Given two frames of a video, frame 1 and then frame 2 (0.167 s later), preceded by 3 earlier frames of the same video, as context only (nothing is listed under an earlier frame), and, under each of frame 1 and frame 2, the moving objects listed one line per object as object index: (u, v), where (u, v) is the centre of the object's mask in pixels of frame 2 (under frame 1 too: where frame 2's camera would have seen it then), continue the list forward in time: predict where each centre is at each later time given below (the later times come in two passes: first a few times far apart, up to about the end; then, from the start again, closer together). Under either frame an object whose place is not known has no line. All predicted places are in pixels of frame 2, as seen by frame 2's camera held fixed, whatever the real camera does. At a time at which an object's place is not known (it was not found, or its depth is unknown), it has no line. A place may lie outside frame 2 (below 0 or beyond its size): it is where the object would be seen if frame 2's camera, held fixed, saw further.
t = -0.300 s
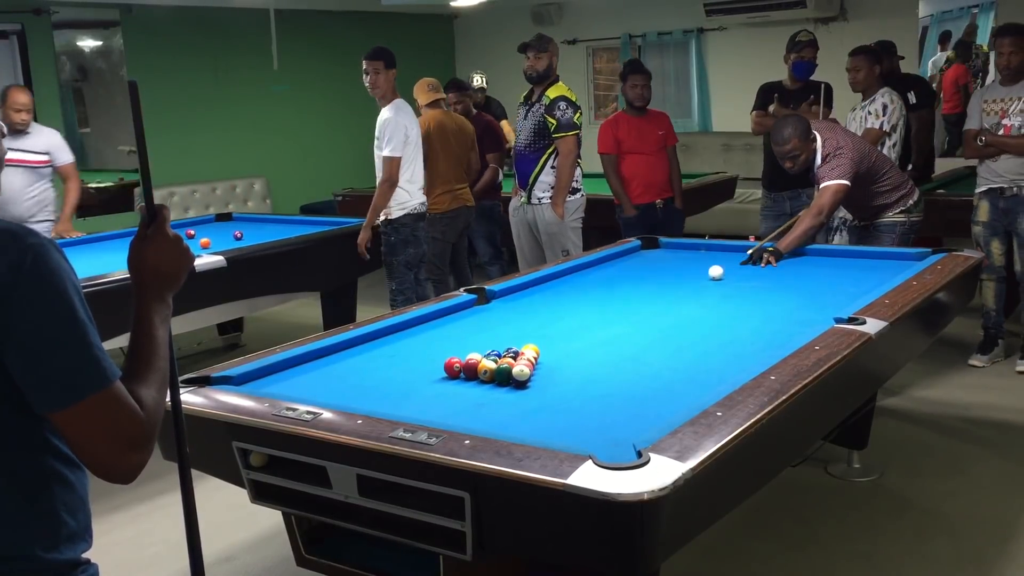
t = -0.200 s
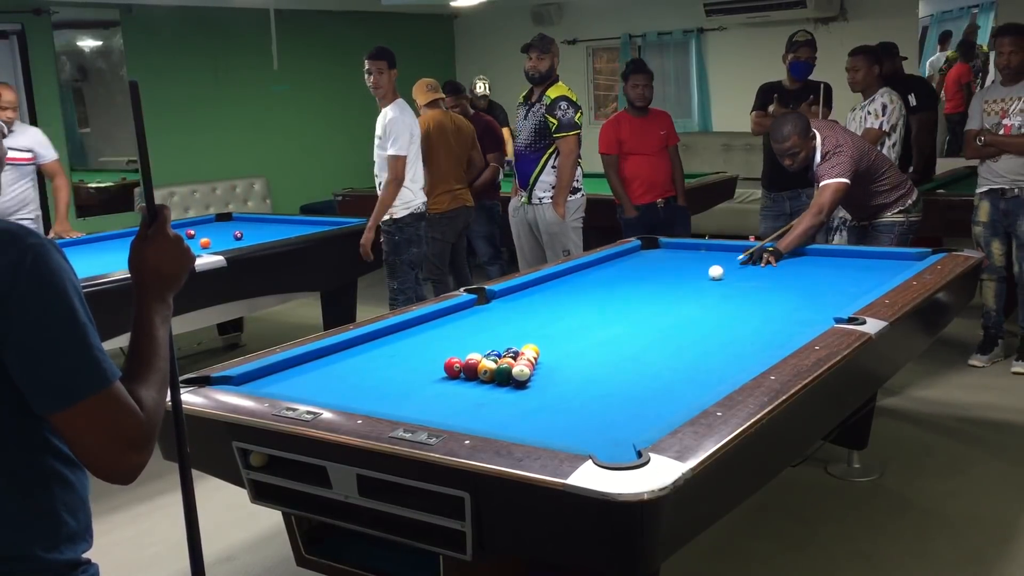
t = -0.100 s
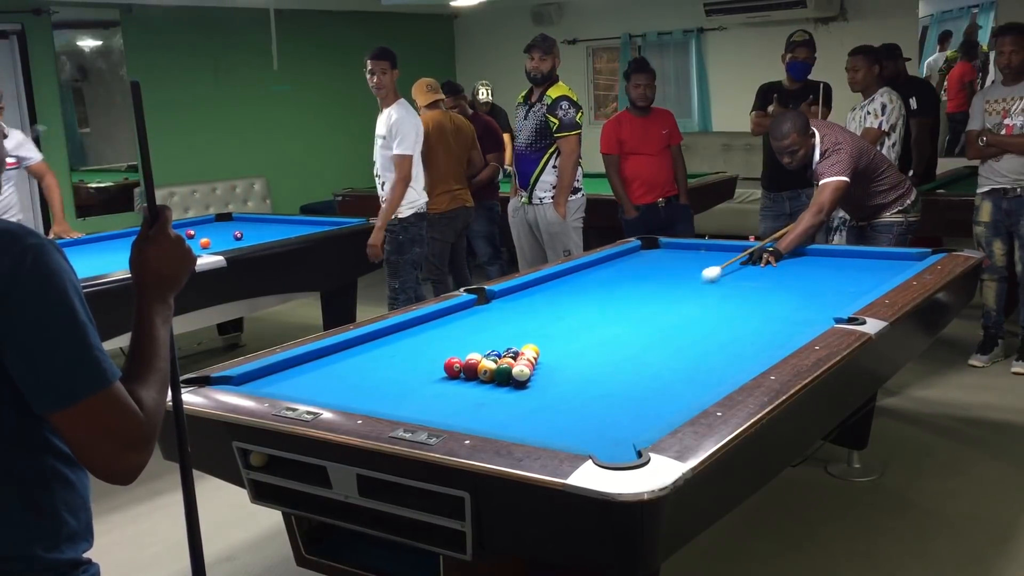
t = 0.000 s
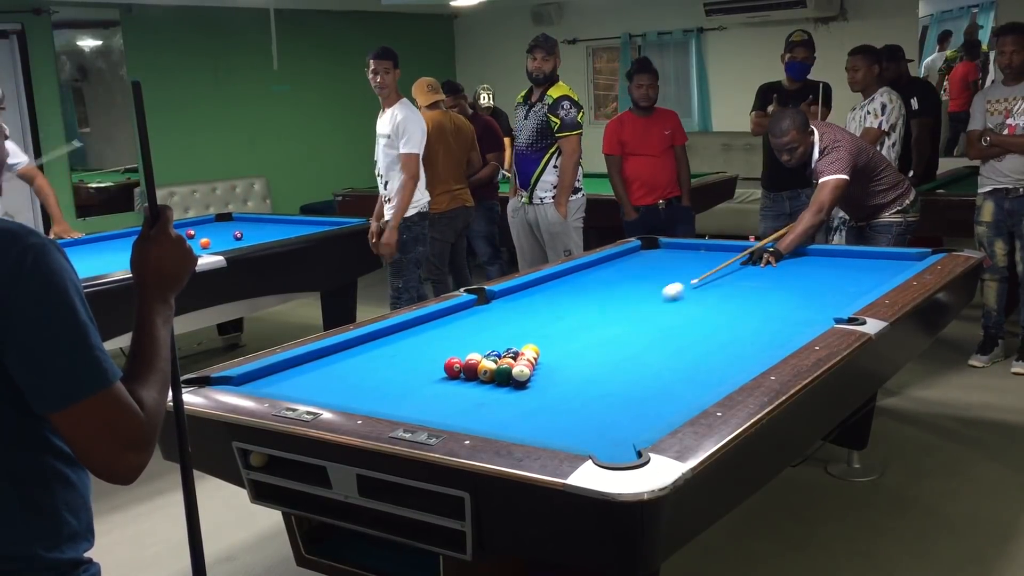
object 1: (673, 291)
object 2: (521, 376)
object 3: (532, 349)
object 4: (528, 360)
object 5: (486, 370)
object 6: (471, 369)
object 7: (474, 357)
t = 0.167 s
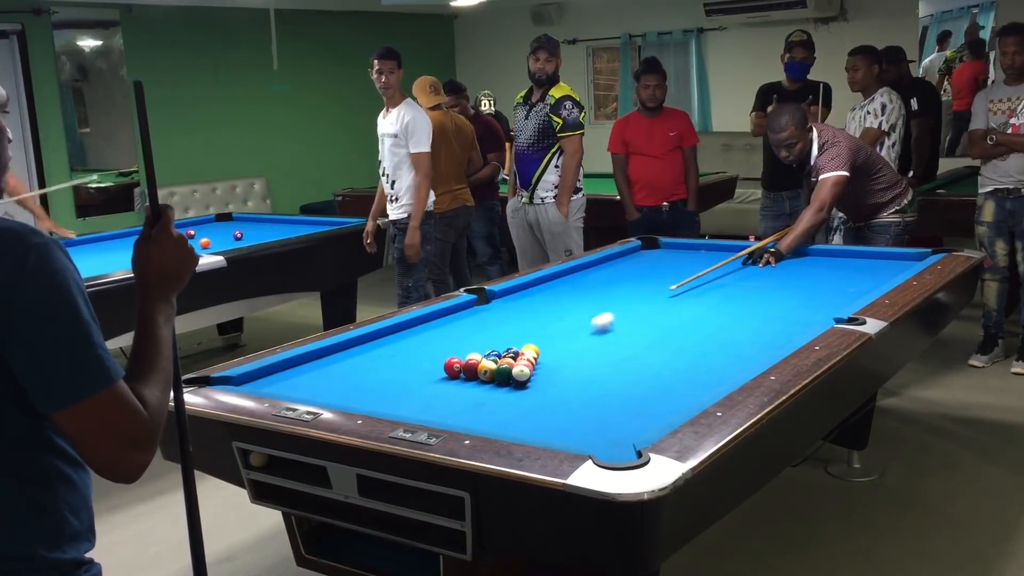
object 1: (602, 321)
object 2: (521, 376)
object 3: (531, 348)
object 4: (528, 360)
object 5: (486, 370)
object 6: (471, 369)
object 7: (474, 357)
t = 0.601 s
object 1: (564, 350)
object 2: (501, 424)
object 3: (502, 342)
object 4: (559, 364)
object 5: (461, 382)
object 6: (434, 380)
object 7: (445, 363)
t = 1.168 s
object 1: (577, 352)
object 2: (609, 407)
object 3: (462, 329)
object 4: (614, 379)
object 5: (415, 401)
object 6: (369, 400)
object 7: (408, 363)
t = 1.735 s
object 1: (586, 356)
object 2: (708, 383)
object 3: (430, 317)
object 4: (665, 391)
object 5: (397, 407)
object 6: (366, 398)
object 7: (381, 362)
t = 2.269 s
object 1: (587, 356)
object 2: (732, 366)
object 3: (461, 317)
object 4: (687, 396)
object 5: (416, 401)
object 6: (384, 389)
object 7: (364, 361)
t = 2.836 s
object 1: (587, 356)
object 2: (737, 351)
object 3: (487, 316)
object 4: (662, 395)
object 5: (428, 396)
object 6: (398, 382)
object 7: (356, 361)
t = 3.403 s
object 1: (587, 356)
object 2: (741, 341)
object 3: (505, 316)
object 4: (647, 393)
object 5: (433, 393)
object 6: (404, 379)
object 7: (355, 360)
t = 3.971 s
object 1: (587, 356)
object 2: (743, 333)
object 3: (514, 315)
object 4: (642, 393)
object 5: (433, 393)
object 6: (405, 379)
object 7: (355, 360)
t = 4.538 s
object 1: (587, 356)
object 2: (743, 328)
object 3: (515, 315)
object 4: (642, 393)
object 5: (433, 393)
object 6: (405, 379)
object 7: (355, 361)
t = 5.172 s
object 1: (587, 356)
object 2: (743, 325)
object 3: (515, 315)
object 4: (642, 393)
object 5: (433, 393)
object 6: (405, 379)
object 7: (355, 360)
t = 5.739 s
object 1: (587, 356)
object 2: (743, 325)
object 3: (515, 315)
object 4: (642, 393)
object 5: (433, 393)
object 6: (405, 379)
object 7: (355, 361)
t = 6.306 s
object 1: (587, 356)
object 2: (743, 325)
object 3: (515, 315)
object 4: (642, 393)
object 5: (433, 393)
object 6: (405, 379)
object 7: (355, 361)
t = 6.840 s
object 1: (587, 356)
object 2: (743, 325)
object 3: (515, 316)
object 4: (642, 393)
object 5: (433, 393)
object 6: (405, 379)
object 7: (355, 360)
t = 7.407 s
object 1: (587, 356)
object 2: (743, 325)
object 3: (515, 315)
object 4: (642, 393)
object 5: (433, 393)
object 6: (405, 379)
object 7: (355, 360)
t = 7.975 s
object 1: (587, 356)
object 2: (743, 325)
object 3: (515, 315)
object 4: (642, 393)
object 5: (433, 393)
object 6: (405, 379)
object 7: (355, 360)
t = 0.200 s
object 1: (588, 328)
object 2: (521, 376)
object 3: (532, 348)
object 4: (528, 360)
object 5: (486, 370)
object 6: (470, 369)
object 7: (474, 357)
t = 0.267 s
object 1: (555, 343)
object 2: (521, 376)
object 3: (531, 348)
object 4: (528, 360)
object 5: (486, 370)
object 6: (471, 369)
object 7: (474, 357)
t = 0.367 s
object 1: (551, 349)
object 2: (515, 390)
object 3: (523, 349)
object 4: (537, 363)
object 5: (480, 373)
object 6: (462, 372)
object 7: (464, 359)
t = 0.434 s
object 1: (556, 350)
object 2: (511, 399)
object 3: (518, 346)
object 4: (542, 364)
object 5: (474, 376)
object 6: (454, 374)
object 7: (459, 360)
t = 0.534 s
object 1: (562, 350)
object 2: (505, 417)
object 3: (507, 343)
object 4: (552, 365)
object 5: (467, 379)
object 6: (442, 378)
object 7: (451, 362)
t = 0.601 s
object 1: (564, 350)
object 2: (501, 424)
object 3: (502, 342)
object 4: (559, 364)
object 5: (461, 382)
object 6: (434, 380)
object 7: (445, 363)
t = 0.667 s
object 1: (566, 349)
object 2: (503, 427)
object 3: (497, 341)
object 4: (566, 368)
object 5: (455, 384)
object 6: (427, 382)
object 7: (440, 363)
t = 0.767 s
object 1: (569, 349)
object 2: (526, 426)
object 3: (489, 339)
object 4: (575, 370)
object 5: (448, 387)
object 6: (415, 386)
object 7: (433, 363)
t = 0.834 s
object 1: (571, 350)
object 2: (540, 421)
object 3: (485, 337)
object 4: (582, 372)
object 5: (442, 390)
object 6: (407, 389)
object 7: (428, 363)
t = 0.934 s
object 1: (572, 350)
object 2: (562, 418)
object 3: (477, 335)
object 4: (591, 374)
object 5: (434, 393)
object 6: (396, 392)
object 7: (422, 363)
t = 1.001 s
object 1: (574, 350)
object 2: (576, 414)
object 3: (473, 333)
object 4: (598, 375)
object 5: (429, 396)
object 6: (388, 395)
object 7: (418, 363)
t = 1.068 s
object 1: (575, 351)
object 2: (590, 411)
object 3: (468, 331)
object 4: (604, 376)
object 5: (424, 398)
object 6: (380, 397)
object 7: (413, 362)
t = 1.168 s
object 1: (577, 352)
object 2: (609, 407)
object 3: (462, 329)
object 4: (614, 379)
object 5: (415, 401)
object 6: (369, 400)
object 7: (408, 363)
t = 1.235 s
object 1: (579, 353)
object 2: (622, 404)
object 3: (458, 328)
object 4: (620, 381)
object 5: (410, 404)
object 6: (362, 400)
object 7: (404, 363)
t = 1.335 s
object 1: (580, 353)
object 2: (641, 399)
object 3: (452, 325)
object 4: (629, 382)
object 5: (403, 405)
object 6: (351, 401)
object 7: (399, 362)
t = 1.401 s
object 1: (582, 354)
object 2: (653, 397)
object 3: (448, 324)
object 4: (636, 384)
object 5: (398, 406)
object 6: (351, 401)
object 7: (395, 362)
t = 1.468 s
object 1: (583, 354)
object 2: (664, 395)
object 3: (444, 323)
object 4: (642, 385)
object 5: (393, 407)
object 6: (354, 400)
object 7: (392, 362)
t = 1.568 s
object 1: (584, 355)
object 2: (681, 390)
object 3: (439, 320)
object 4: (650, 385)
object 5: (389, 407)
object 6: (359, 399)
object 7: (388, 362)
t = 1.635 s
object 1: (585, 356)
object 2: (692, 388)
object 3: (435, 319)
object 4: (656, 389)
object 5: (393, 407)
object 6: (362, 399)
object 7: (385, 362)
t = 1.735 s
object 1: (586, 356)
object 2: (708, 383)
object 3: (430, 317)
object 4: (665, 391)
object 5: (397, 407)
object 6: (366, 398)
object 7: (381, 362)
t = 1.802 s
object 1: (587, 356)
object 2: (717, 380)
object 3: (433, 317)
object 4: (671, 392)
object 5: (399, 406)
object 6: (368, 397)
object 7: (379, 362)
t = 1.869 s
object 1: (587, 356)
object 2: (725, 376)
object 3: (438, 317)
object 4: (677, 394)
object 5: (402, 406)
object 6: (371, 395)
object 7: (376, 362)
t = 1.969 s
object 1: (587, 356)
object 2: (727, 373)
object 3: (444, 317)
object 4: (685, 395)
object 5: (406, 405)
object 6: (375, 393)
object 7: (373, 361)
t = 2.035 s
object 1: (587, 356)
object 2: (729, 372)
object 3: (448, 317)
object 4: (690, 395)
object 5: (408, 405)
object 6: (377, 392)
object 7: (371, 361)
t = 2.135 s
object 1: (587, 356)
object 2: (730, 370)
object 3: (454, 317)
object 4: (694, 395)
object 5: (411, 403)
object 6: (380, 391)
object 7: (368, 361)
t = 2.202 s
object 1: (587, 356)
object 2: (731, 368)
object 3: (458, 317)
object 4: (691, 396)
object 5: (414, 402)
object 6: (382, 390)
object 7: (366, 361)
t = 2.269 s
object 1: (587, 356)
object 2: (732, 366)
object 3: (461, 317)
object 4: (687, 396)
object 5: (416, 401)
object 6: (384, 389)
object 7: (364, 361)
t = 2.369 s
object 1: (587, 356)
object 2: (733, 363)
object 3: (466, 317)
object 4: (682, 397)
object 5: (419, 400)
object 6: (387, 387)
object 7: (362, 361)
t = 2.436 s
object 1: (587, 356)
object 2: (734, 362)
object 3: (470, 316)
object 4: (679, 397)
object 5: (420, 399)
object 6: (389, 386)
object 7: (361, 361)
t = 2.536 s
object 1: (587, 356)
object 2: (735, 359)
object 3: (474, 316)
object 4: (674, 397)
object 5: (423, 398)
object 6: (391, 385)
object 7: (359, 361)
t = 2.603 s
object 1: (587, 356)
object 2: (735, 357)
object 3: (477, 316)
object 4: (671, 397)
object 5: (424, 398)
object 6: (393, 384)
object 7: (358, 361)
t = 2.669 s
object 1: (587, 356)
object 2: (736, 355)
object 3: (480, 316)
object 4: (668, 396)
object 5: (425, 397)
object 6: (394, 384)
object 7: (357, 361)
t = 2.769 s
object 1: (587, 356)
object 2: (737, 353)
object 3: (484, 316)
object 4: (664, 396)
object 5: (427, 396)
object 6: (396, 383)
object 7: (356, 361)
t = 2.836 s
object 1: (587, 356)
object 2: (737, 351)
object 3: (487, 316)
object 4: (662, 395)
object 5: (428, 396)
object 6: (398, 382)
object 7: (356, 361)
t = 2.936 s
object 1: (587, 356)
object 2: (738, 349)
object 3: (491, 316)
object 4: (658, 395)
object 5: (429, 395)
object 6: (399, 381)
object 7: (355, 361)
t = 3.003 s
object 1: (587, 356)
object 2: (738, 348)
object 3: (493, 316)
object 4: (656, 394)
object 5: (430, 395)
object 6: (400, 381)
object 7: (355, 361)
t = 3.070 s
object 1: (587, 356)
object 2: (739, 346)
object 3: (495, 316)
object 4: (654, 395)
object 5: (431, 394)
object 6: (401, 381)
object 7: (355, 361)
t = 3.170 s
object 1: (587, 356)
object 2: (739, 344)
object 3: (499, 316)
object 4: (652, 394)
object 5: (432, 394)
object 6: (403, 380)
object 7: (355, 360)
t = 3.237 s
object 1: (587, 356)
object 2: (740, 343)
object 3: (500, 316)
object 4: (650, 394)
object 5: (433, 393)
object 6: (403, 380)
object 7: (355, 360)
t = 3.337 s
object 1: (587, 356)
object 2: (740, 342)
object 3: (503, 316)
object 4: (648, 393)
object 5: (433, 393)
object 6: (404, 379)
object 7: (355, 360)
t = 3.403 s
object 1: (587, 356)
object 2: (741, 341)
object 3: (505, 316)
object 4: (647, 393)
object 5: (433, 393)
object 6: (404, 379)
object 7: (355, 360)
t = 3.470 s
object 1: (587, 356)
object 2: (741, 339)
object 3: (506, 316)
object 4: (646, 393)
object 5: (433, 393)
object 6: (405, 379)
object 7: (355, 360)
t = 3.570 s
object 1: (587, 356)
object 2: (742, 337)
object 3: (508, 316)
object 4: (645, 393)
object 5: (433, 393)
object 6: (405, 379)
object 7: (355, 360)
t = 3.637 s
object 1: (587, 356)
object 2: (742, 337)
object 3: (510, 316)
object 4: (644, 393)
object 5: (433, 393)
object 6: (405, 379)
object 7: (355, 360)
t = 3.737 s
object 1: (587, 356)
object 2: (742, 335)
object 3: (511, 315)
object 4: (643, 393)
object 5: (433, 393)
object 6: (405, 379)
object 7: (355, 360)
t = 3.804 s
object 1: (587, 356)
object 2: (742, 335)
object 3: (512, 316)
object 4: (643, 393)
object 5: (433, 393)
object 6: (405, 379)
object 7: (355, 360)
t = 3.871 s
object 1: (587, 356)
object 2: (742, 334)
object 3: (513, 315)
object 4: (642, 393)
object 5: (433, 393)
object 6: (405, 379)
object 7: (355, 360)
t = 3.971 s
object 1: (587, 356)
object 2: (743, 333)
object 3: (514, 315)
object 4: (642, 393)
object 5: (433, 393)
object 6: (405, 379)
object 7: (355, 360)
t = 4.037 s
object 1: (587, 356)
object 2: (743, 332)
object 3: (515, 315)
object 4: (642, 393)
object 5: (433, 393)
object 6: (405, 379)
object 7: (355, 360)
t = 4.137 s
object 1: (587, 356)
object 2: (743, 330)
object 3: (515, 315)
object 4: (642, 393)
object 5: (433, 393)
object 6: (405, 379)
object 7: (355, 361)
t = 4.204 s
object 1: (587, 356)
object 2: (743, 330)
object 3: (516, 315)
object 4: (642, 393)
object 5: (433, 393)
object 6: (405, 379)
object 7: (355, 361)
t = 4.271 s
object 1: (587, 356)
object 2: (743, 330)
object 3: (516, 315)
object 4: (642, 393)
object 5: (433, 393)
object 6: (405, 379)
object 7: (355, 360)
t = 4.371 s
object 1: (587, 356)
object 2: (743, 329)
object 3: (515, 315)
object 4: (642, 393)
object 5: (433, 393)
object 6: (405, 379)
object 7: (355, 360)
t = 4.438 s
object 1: (587, 356)
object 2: (743, 328)
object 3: (515, 315)
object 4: (642, 393)
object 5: (433, 393)
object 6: (405, 379)
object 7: (355, 361)
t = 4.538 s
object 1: (587, 356)
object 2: (743, 328)
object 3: (515, 315)
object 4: (642, 393)
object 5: (433, 393)
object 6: (405, 379)
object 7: (355, 361)
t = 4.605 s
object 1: (587, 356)
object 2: (743, 327)
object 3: (515, 315)
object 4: (642, 393)
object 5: (433, 393)
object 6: (405, 379)
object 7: (355, 361)
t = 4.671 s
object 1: (587, 356)
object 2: (743, 327)
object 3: (515, 315)
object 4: (642, 393)
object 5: (433, 393)
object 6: (405, 379)
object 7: (355, 360)
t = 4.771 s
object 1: (587, 356)
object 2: (743, 326)
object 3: (515, 315)
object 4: (642, 393)
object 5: (433, 393)
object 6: (405, 379)
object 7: (355, 361)
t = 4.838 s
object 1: (587, 356)
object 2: (743, 326)
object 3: (515, 315)
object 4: (642, 393)
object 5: (433, 393)
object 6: (405, 379)
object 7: (355, 360)
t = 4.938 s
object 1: (587, 356)
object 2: (743, 326)
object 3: (515, 315)
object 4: (642, 393)
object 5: (433, 393)
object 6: (405, 379)
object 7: (355, 360)
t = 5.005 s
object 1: (587, 356)
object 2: (743, 325)
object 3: (515, 315)
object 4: (642, 393)
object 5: (433, 393)
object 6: (405, 379)
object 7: (355, 360)
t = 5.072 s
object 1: (587, 356)
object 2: (743, 325)
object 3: (515, 315)
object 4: (642, 393)
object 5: (433, 393)
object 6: (405, 379)
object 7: (355, 360)
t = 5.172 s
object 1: (587, 356)
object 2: (743, 325)
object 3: (515, 315)
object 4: (642, 393)
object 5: (433, 393)
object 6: (405, 379)
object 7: (355, 360)
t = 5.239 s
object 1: (587, 356)
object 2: (743, 325)
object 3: (515, 315)
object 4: (642, 393)
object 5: (433, 393)
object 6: (405, 379)
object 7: (355, 361)
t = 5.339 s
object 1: (587, 356)
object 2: (743, 325)
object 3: (515, 315)
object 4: (642, 393)
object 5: (433, 393)
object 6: (405, 379)
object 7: (355, 361)
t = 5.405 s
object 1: (587, 356)
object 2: (743, 325)
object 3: (515, 315)
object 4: (642, 393)
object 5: (433, 393)
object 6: (405, 379)
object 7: (355, 361)
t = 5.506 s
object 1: (587, 356)
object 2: (743, 325)
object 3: (515, 315)
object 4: (642, 393)
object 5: (433, 393)
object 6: (405, 379)
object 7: (355, 361)
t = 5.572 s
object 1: (587, 356)
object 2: (743, 324)
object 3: (515, 315)
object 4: (642, 393)
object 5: (433, 393)
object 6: (405, 379)
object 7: (355, 361)
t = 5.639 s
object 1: (587, 356)
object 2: (743, 325)
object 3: (515, 315)
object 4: (642, 393)
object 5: (433, 393)
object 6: (405, 379)
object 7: (355, 360)
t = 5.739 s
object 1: (587, 356)
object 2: (743, 325)
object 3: (515, 315)
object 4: (642, 393)
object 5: (433, 393)
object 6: (405, 379)
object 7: (355, 361)
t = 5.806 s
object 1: (587, 356)
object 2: (743, 325)
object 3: (515, 315)
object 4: (642, 393)
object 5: (433, 393)
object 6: (405, 379)
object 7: (355, 361)
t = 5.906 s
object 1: (587, 356)
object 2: (743, 325)
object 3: (515, 315)
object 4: (642, 393)
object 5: (433, 393)
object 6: (405, 379)
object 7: (355, 361)
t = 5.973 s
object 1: (587, 356)
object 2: (743, 325)
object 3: (515, 315)
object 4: (642, 393)
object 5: (433, 393)
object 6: (405, 379)
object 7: (355, 360)
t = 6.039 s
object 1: (587, 356)
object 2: (743, 325)
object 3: (515, 315)
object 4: (642, 393)
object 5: (433, 393)
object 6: (405, 379)
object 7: (355, 360)
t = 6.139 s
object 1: (587, 356)
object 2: (743, 325)
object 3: (515, 315)
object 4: (642, 393)
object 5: (433, 393)
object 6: (405, 379)
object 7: (355, 361)
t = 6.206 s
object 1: (587, 356)
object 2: (743, 325)
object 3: (515, 315)
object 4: (642, 393)
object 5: (433, 393)
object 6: (405, 379)
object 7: (355, 361)
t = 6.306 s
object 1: (587, 356)
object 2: (743, 325)
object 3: (515, 315)
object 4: (642, 393)
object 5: (433, 393)
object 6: (405, 379)
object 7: (355, 361)
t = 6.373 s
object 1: (587, 356)
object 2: (743, 325)
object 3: (515, 315)
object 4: (642, 393)
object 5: (433, 393)
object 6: (405, 379)
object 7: (355, 361)
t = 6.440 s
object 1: (587, 356)
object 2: (743, 325)
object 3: (515, 315)
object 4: (642, 393)
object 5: (433, 393)
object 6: (405, 379)
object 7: (355, 361)
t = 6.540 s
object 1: (587, 356)
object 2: (743, 325)
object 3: (515, 315)
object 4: (642, 393)
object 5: (433, 393)
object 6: (405, 379)
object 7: (355, 361)
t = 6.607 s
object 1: (587, 356)
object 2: (743, 325)
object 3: (515, 315)
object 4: (642, 393)
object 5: (433, 393)
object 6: (405, 379)
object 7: (355, 360)
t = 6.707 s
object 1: (587, 356)
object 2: (743, 325)
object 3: (515, 315)
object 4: (642, 393)
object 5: (433, 393)
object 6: (405, 379)
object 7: (355, 360)
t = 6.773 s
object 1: (587, 356)
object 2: (743, 325)
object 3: (515, 315)
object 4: (642, 393)
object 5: (433, 393)
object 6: (405, 379)
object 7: (355, 361)
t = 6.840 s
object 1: (587, 356)
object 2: (743, 325)
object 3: (515, 316)
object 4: (642, 393)
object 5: (433, 393)
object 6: (405, 379)
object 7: (355, 360)
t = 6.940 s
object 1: (587, 356)
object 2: (743, 325)
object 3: (515, 315)
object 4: (642, 393)
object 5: (433, 393)
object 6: (405, 379)
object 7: (355, 361)
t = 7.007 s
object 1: (587, 356)
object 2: (743, 325)
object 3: (515, 315)
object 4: (642, 393)
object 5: (433, 393)
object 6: (405, 379)
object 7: (355, 361)
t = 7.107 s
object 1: (587, 356)
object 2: (743, 325)
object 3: (515, 315)
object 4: (642, 393)
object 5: (433, 393)
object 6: (405, 379)
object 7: (355, 361)
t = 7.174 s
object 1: (587, 356)
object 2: (743, 325)
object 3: (515, 315)
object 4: (642, 393)
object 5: (433, 393)
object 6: (405, 379)
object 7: (355, 361)
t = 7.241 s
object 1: (587, 356)
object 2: (743, 325)
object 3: (515, 315)
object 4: (642, 393)
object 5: (433, 393)
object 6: (405, 379)
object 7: (355, 361)
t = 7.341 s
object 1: (587, 356)
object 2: (743, 325)
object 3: (515, 315)
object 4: (642, 393)
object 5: (433, 393)
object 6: (405, 379)
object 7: (355, 361)
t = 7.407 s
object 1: (587, 356)
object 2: (743, 325)
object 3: (515, 315)
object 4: (642, 393)
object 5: (433, 393)
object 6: (405, 379)
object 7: (355, 360)
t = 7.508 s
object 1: (587, 356)
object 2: (743, 325)
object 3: (515, 315)
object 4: (642, 393)
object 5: (433, 393)
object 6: (405, 379)
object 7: (355, 361)
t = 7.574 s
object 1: (587, 356)
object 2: (743, 325)
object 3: (515, 315)
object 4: (642, 393)
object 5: (433, 393)
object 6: (405, 379)
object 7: (355, 360)
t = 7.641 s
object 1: (587, 356)
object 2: (743, 325)
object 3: (515, 315)
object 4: (642, 393)
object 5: (433, 393)
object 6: (405, 379)
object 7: (355, 361)
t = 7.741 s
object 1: (587, 356)
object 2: (743, 325)
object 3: (515, 315)
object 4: (642, 393)
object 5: (433, 393)
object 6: (405, 379)
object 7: (355, 360)
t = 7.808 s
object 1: (587, 356)
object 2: (743, 325)
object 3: (515, 315)
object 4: (642, 393)
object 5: (433, 393)
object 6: (405, 379)
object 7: (355, 361)
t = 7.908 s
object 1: (587, 356)
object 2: (743, 325)
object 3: (515, 315)
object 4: (642, 393)
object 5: (433, 393)
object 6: (405, 379)
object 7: (355, 360)
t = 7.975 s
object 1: (587, 356)
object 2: (743, 325)
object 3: (515, 315)
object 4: (642, 393)
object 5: (433, 393)
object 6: (405, 379)
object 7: (355, 360)
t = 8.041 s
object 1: (587, 356)
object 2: (743, 325)
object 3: (515, 315)
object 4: (642, 393)
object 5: (433, 393)
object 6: (405, 379)
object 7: (355, 360)
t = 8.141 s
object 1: (587, 356)
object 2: (743, 325)
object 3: (515, 315)
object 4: (642, 393)
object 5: (433, 393)
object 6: (405, 379)
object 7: (355, 360)
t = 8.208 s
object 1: (587, 356)
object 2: (743, 325)
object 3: (515, 315)
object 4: (642, 393)
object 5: (433, 393)
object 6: (405, 379)
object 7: (355, 360)
